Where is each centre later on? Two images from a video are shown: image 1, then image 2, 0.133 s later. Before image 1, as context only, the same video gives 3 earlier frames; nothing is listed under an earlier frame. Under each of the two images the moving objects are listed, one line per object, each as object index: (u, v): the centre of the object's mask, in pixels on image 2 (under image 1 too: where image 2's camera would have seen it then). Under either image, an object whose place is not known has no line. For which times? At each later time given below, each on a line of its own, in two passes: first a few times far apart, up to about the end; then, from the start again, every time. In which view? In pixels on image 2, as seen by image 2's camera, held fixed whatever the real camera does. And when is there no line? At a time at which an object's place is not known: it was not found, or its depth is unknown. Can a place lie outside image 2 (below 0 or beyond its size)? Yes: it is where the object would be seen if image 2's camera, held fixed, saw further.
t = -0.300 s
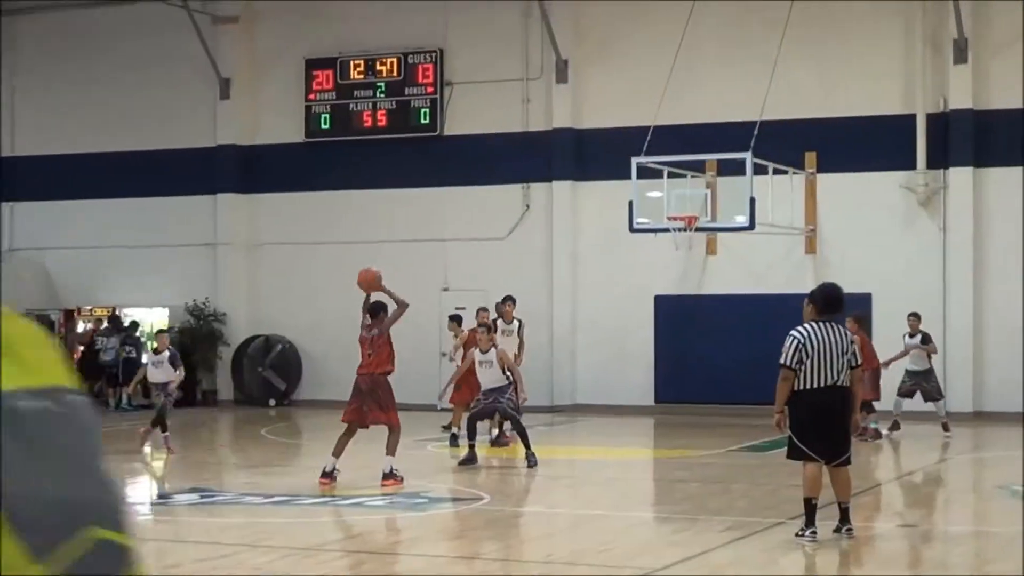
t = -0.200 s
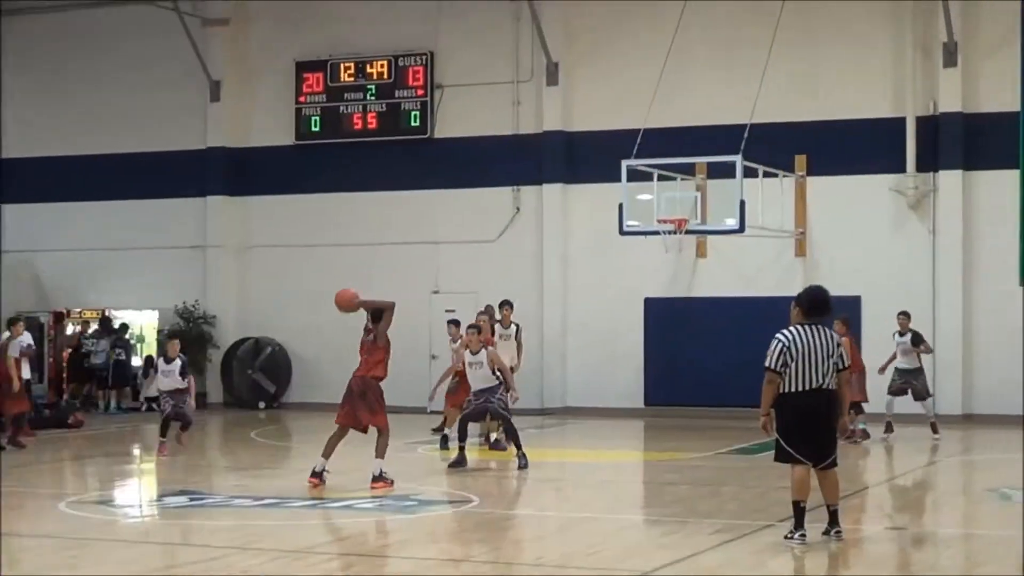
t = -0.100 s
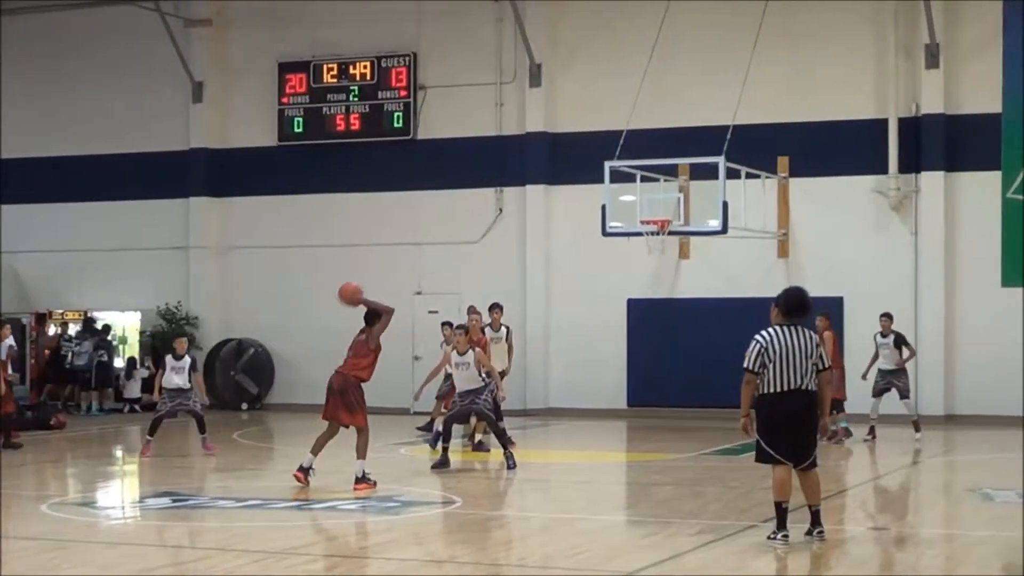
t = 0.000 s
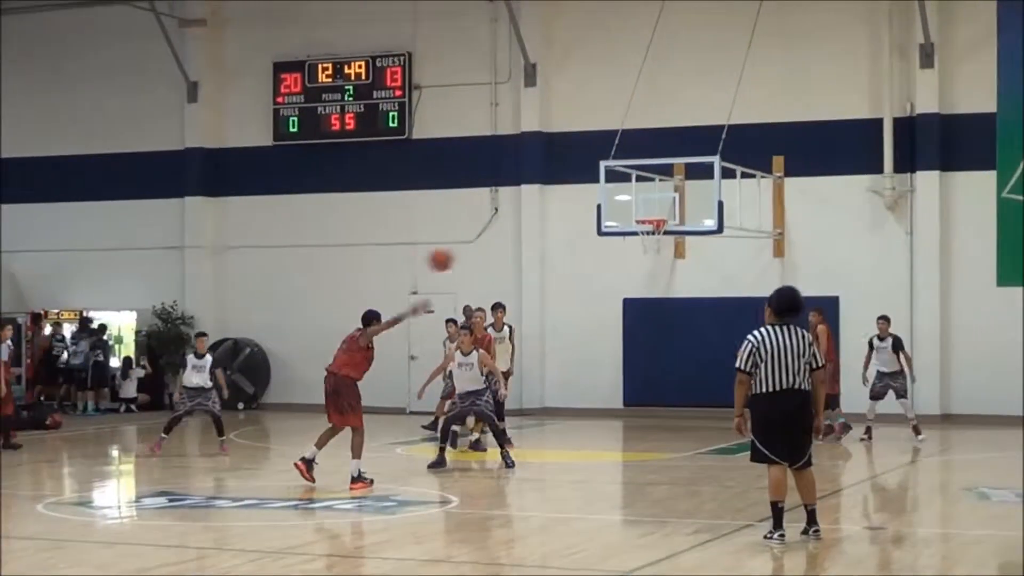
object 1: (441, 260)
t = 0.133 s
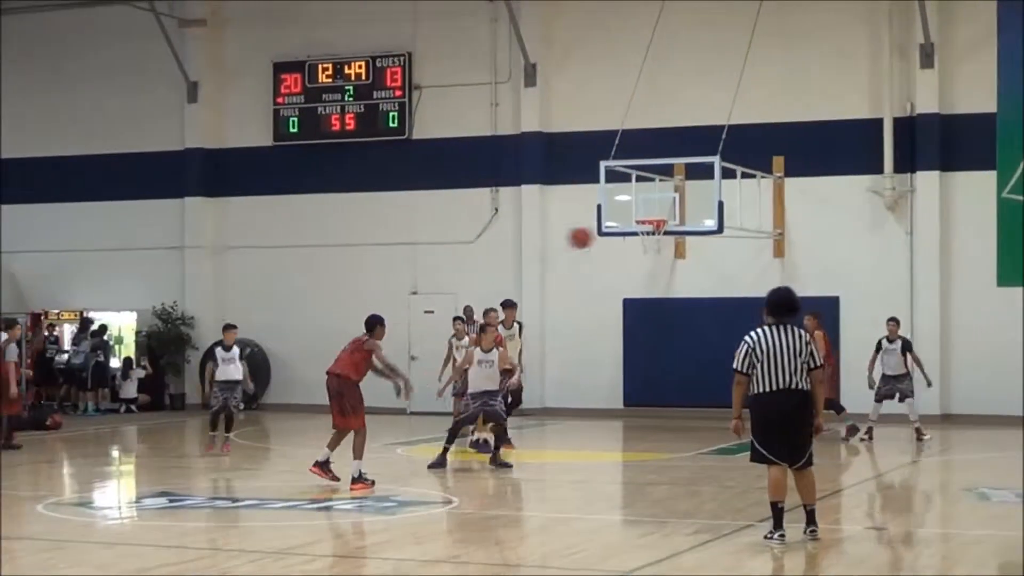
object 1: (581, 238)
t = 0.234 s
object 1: (679, 232)
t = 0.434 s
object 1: (862, 251)
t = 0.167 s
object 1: (614, 235)
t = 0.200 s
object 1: (647, 232)
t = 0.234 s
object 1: (679, 232)
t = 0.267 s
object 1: (711, 232)
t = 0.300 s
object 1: (742, 234)
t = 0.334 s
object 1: (774, 238)
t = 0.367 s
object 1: (803, 240)
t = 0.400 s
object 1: (833, 245)
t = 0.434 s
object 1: (862, 251)
